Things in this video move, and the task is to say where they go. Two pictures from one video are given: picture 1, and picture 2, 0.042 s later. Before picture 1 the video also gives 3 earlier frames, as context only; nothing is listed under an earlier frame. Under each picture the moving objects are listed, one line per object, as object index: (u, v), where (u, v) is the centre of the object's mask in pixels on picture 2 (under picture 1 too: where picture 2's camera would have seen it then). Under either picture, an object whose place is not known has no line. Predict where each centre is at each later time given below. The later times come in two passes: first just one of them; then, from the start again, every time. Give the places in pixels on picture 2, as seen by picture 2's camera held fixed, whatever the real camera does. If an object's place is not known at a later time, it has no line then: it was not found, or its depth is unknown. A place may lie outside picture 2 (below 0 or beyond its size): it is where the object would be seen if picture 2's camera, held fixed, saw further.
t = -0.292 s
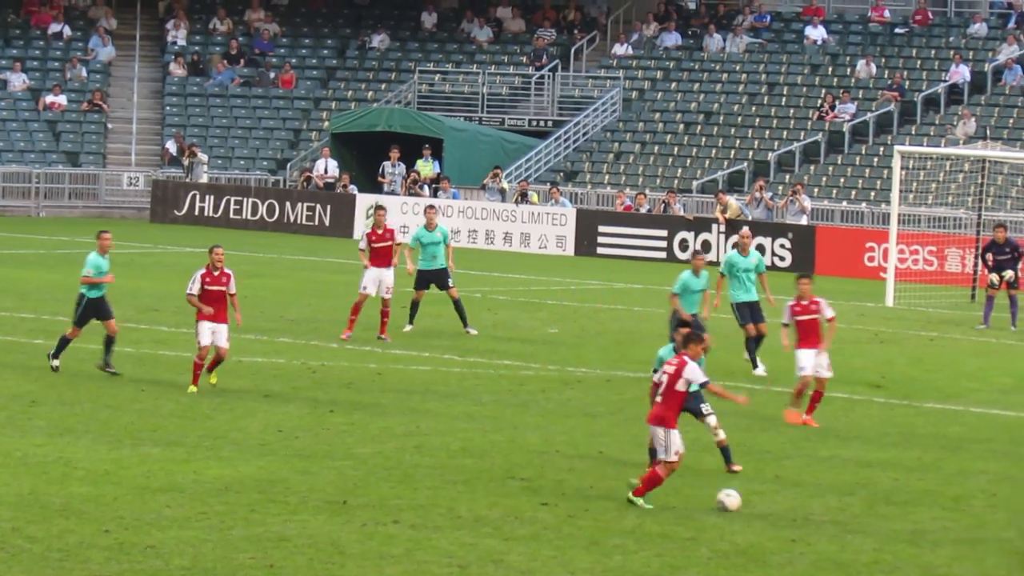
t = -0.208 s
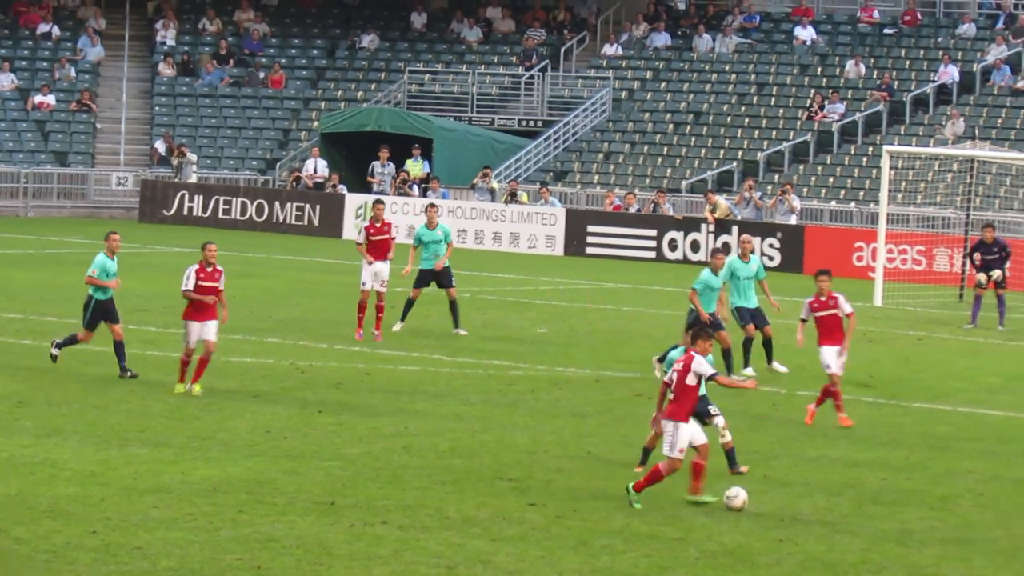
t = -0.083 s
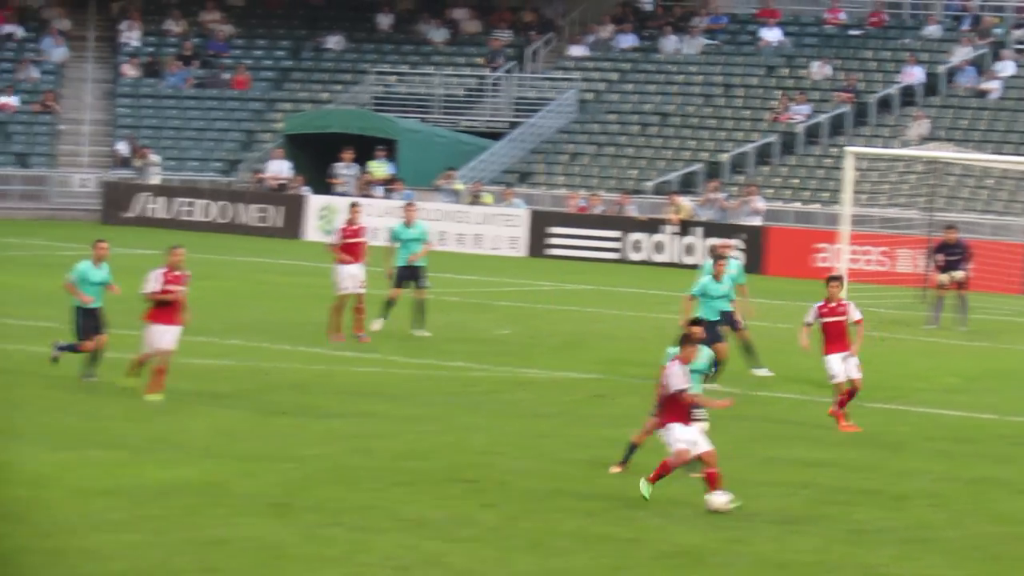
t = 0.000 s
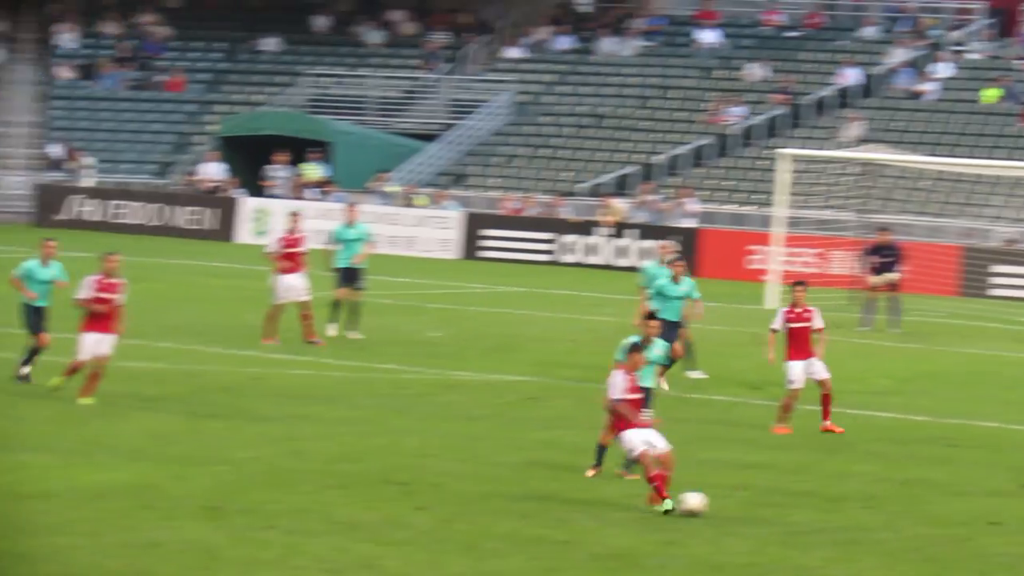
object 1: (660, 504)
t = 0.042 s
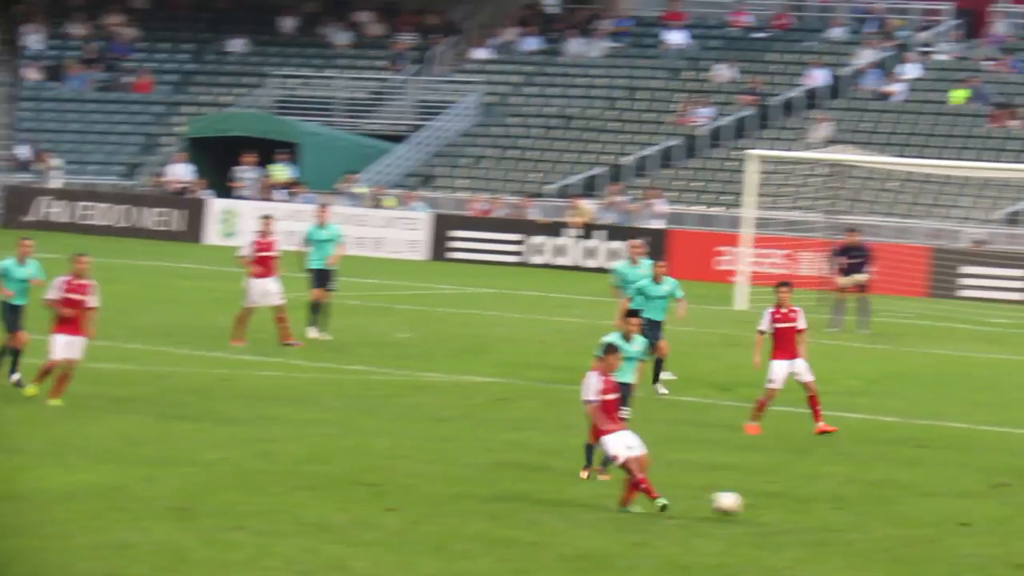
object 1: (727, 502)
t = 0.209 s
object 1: (985, 517)
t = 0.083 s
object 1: (792, 504)
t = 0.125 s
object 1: (857, 507)
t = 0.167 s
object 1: (921, 511)
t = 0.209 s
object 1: (985, 517)
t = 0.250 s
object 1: (1049, 523)
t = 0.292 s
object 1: (1108, 524)
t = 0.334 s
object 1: (1165, 526)
